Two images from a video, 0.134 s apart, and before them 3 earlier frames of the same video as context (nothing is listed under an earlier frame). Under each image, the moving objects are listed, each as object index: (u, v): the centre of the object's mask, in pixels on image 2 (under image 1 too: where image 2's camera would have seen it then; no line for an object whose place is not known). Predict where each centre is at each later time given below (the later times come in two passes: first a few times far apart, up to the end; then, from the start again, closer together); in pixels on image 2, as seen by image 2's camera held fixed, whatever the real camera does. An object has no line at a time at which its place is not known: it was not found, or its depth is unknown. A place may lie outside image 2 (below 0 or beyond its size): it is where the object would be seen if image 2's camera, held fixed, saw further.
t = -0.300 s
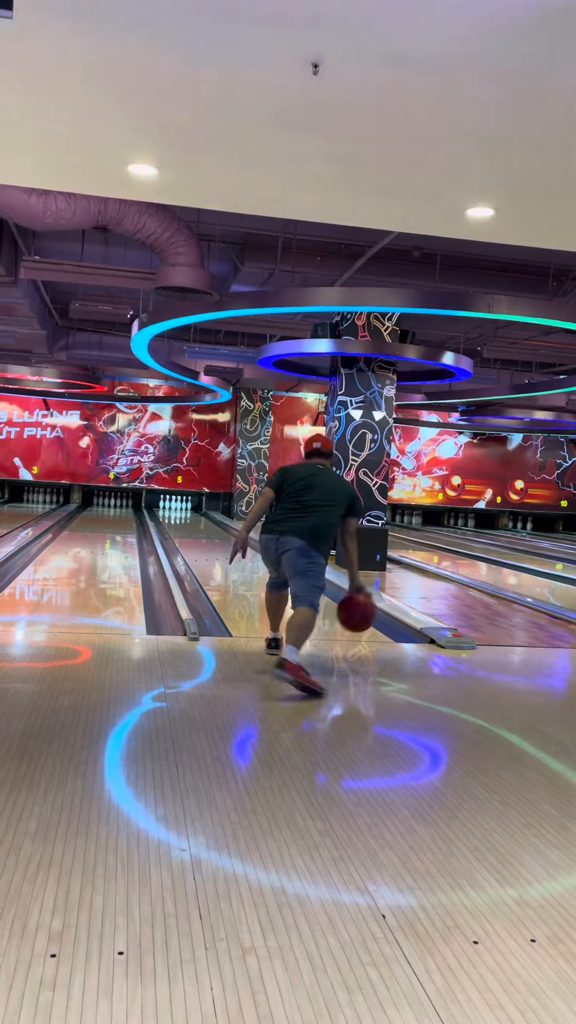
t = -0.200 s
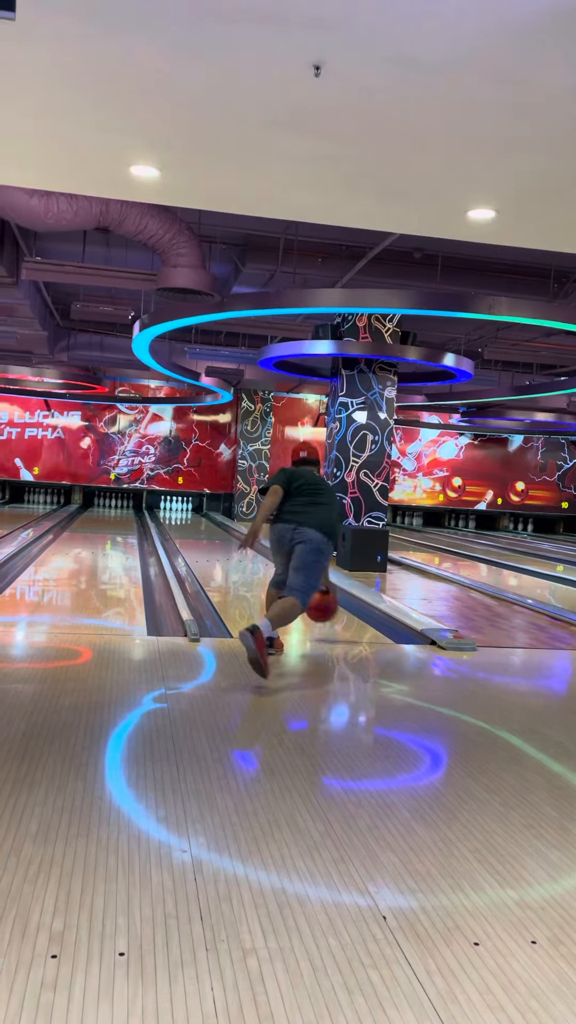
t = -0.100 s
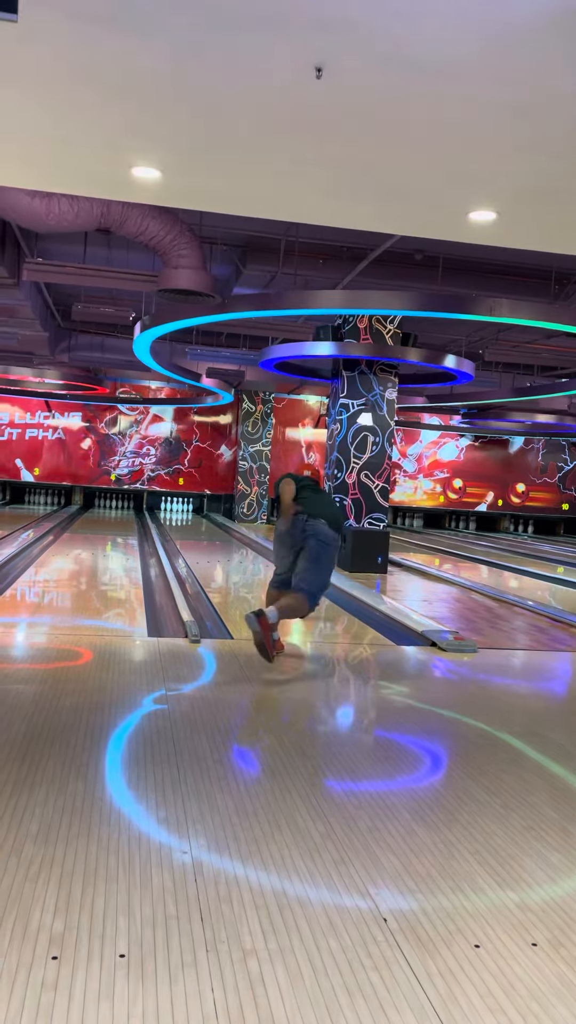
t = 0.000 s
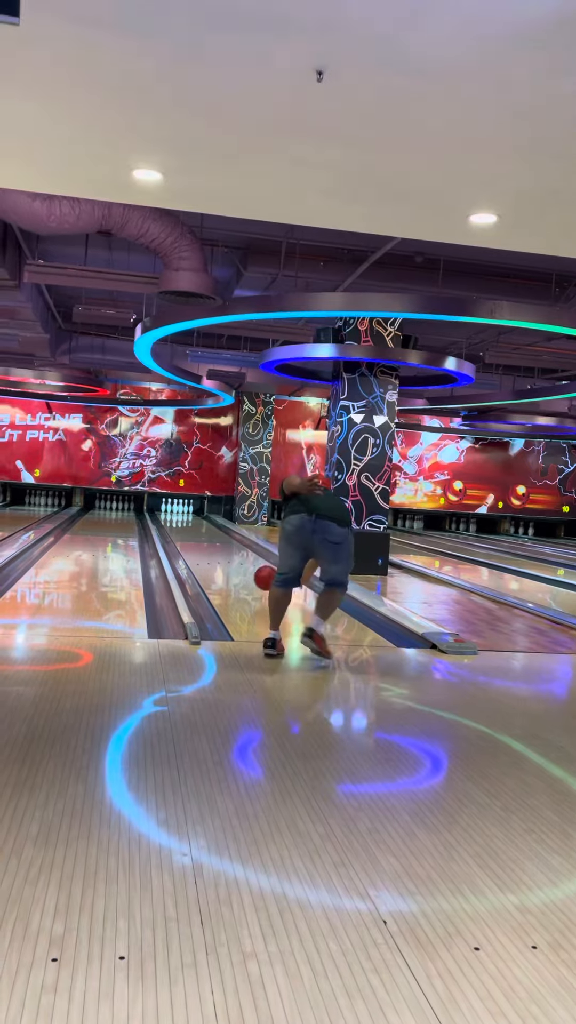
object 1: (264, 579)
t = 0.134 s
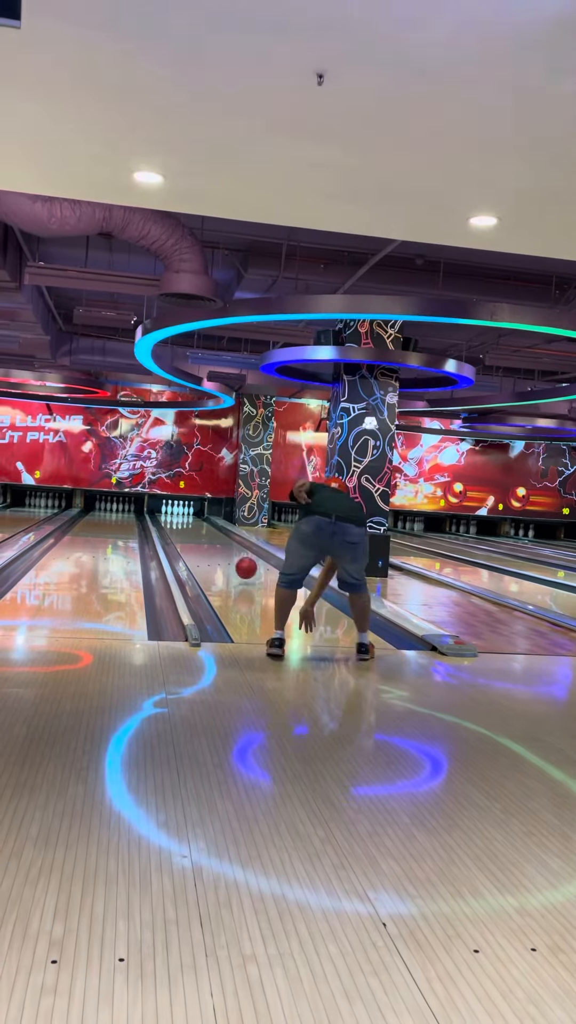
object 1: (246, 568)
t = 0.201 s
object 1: (238, 563)
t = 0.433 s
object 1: (215, 551)
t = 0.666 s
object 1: (198, 538)
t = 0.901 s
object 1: (189, 531)
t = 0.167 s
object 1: (242, 565)
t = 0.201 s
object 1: (238, 563)
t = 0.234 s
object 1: (234, 562)
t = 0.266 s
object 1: (230, 562)
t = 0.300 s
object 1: (227, 559)
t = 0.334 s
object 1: (224, 557)
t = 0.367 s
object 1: (221, 555)
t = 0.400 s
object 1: (218, 553)
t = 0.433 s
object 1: (215, 551)
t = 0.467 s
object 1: (213, 549)
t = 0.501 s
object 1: (211, 548)
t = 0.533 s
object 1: (206, 544)
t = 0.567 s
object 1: (204, 543)
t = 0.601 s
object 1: (202, 541)
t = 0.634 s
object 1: (200, 540)
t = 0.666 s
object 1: (198, 538)
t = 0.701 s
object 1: (197, 537)
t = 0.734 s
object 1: (195, 536)
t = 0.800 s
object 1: (193, 535)
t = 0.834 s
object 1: (191, 534)
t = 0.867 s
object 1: (190, 532)
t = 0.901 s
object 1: (189, 531)
